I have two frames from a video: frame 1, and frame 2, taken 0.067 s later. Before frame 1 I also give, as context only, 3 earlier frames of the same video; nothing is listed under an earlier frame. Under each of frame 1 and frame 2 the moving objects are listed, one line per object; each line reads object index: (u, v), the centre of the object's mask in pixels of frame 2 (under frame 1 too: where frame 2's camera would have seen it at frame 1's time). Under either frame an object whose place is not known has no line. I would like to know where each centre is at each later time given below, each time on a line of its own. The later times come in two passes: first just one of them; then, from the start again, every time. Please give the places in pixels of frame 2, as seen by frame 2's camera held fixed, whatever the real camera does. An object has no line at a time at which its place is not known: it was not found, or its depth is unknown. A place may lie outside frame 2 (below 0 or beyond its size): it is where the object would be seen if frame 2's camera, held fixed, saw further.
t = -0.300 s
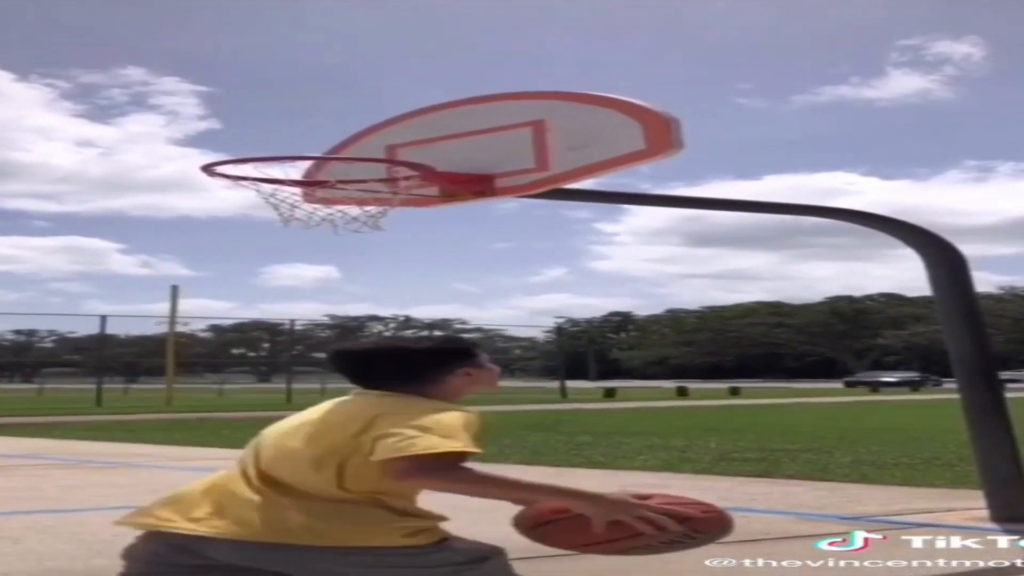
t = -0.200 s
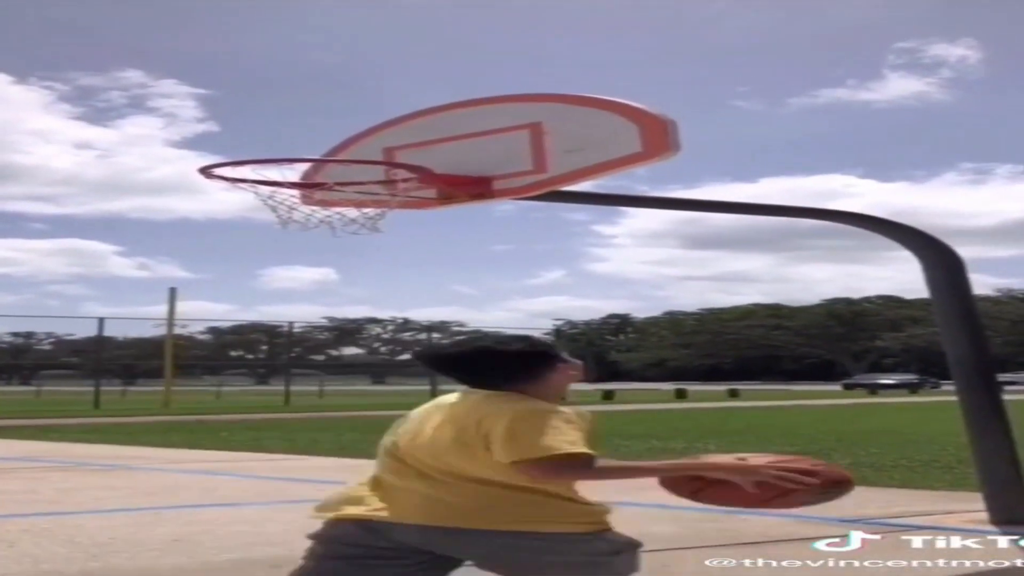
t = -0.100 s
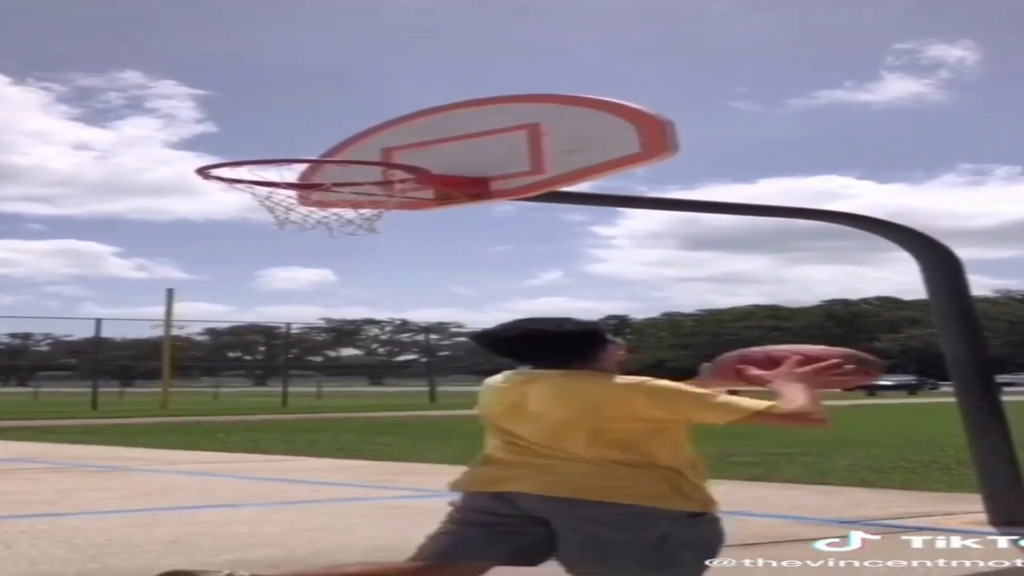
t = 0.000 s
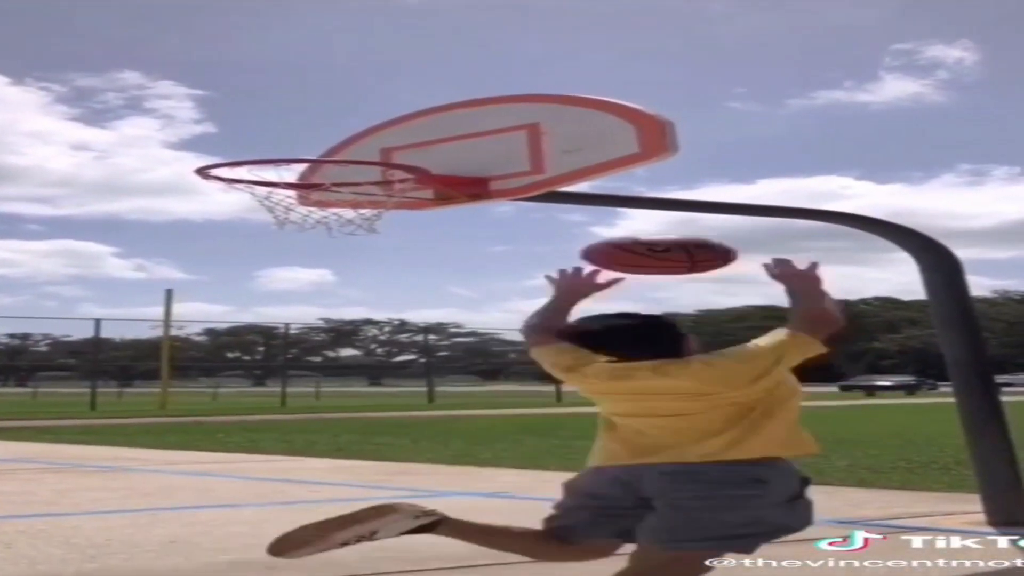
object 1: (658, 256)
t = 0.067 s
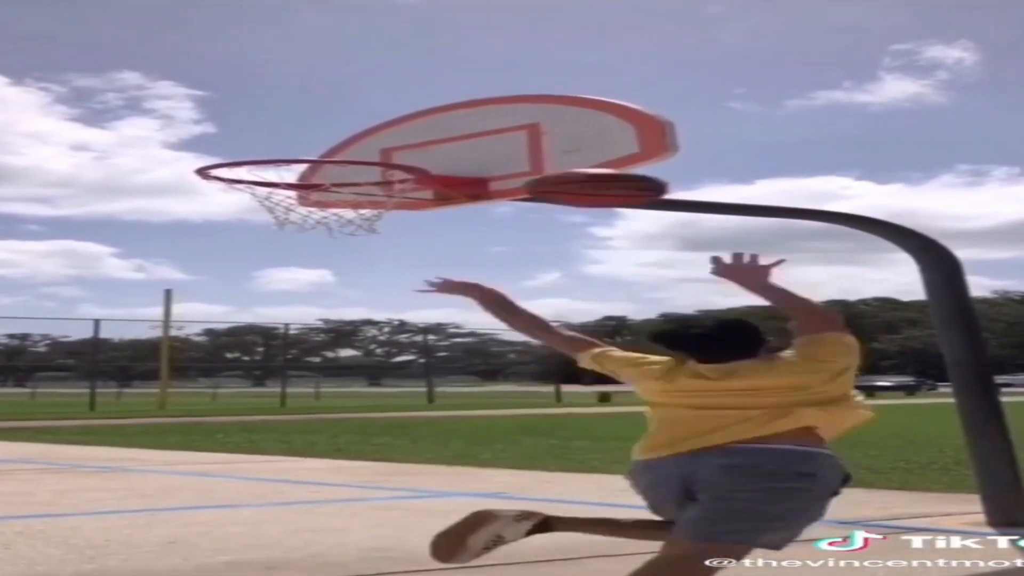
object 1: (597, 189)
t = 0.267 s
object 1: (443, 64)
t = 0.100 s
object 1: (568, 161)
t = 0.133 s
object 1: (541, 136)
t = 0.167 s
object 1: (514, 115)
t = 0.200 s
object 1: (490, 95)
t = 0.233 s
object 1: (466, 78)
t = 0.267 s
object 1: (443, 64)
